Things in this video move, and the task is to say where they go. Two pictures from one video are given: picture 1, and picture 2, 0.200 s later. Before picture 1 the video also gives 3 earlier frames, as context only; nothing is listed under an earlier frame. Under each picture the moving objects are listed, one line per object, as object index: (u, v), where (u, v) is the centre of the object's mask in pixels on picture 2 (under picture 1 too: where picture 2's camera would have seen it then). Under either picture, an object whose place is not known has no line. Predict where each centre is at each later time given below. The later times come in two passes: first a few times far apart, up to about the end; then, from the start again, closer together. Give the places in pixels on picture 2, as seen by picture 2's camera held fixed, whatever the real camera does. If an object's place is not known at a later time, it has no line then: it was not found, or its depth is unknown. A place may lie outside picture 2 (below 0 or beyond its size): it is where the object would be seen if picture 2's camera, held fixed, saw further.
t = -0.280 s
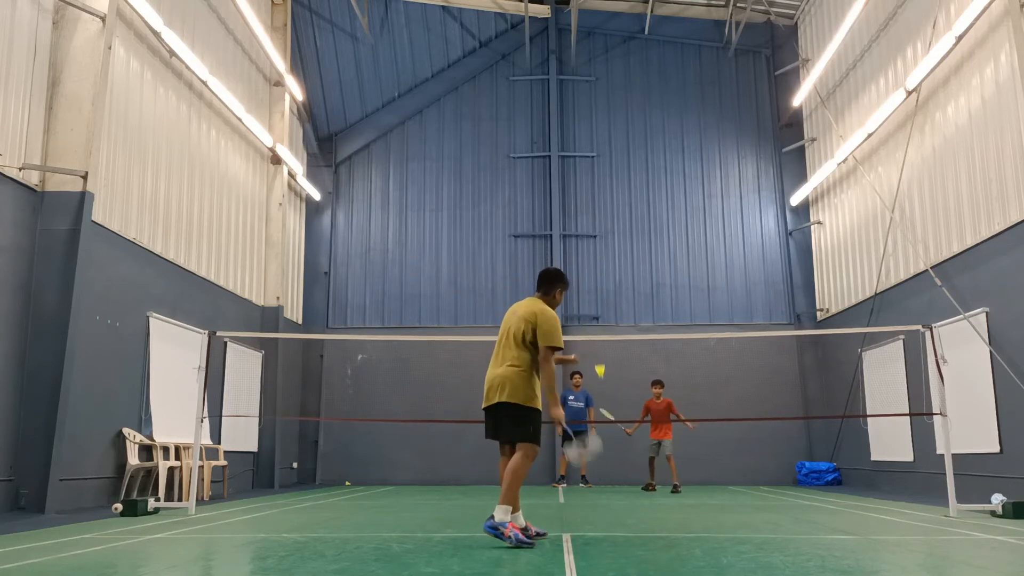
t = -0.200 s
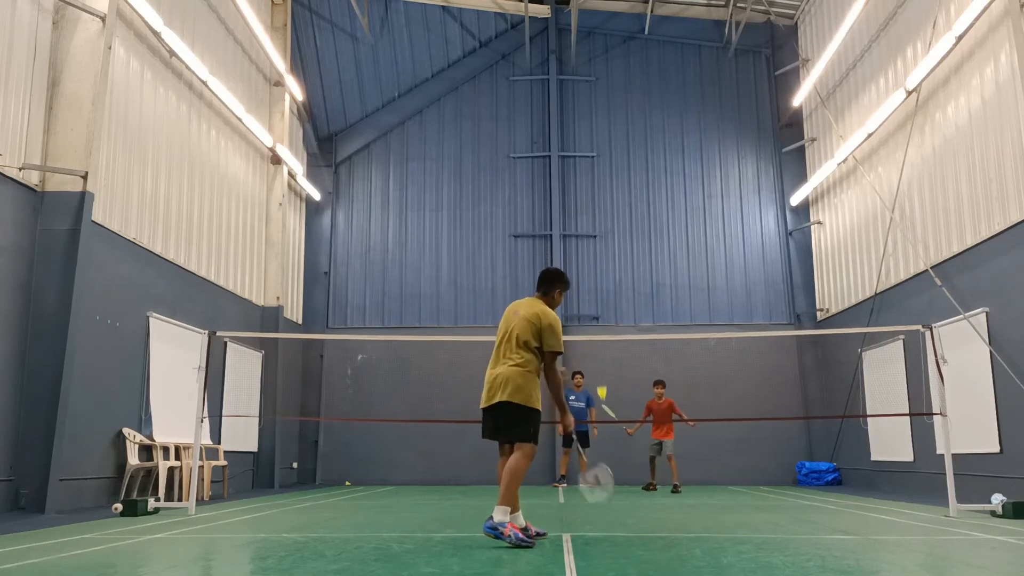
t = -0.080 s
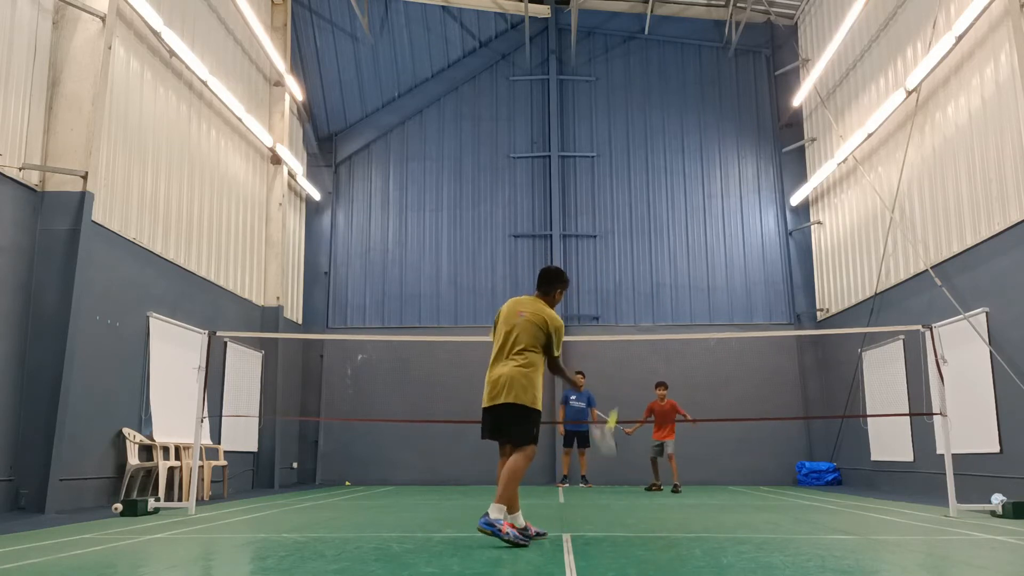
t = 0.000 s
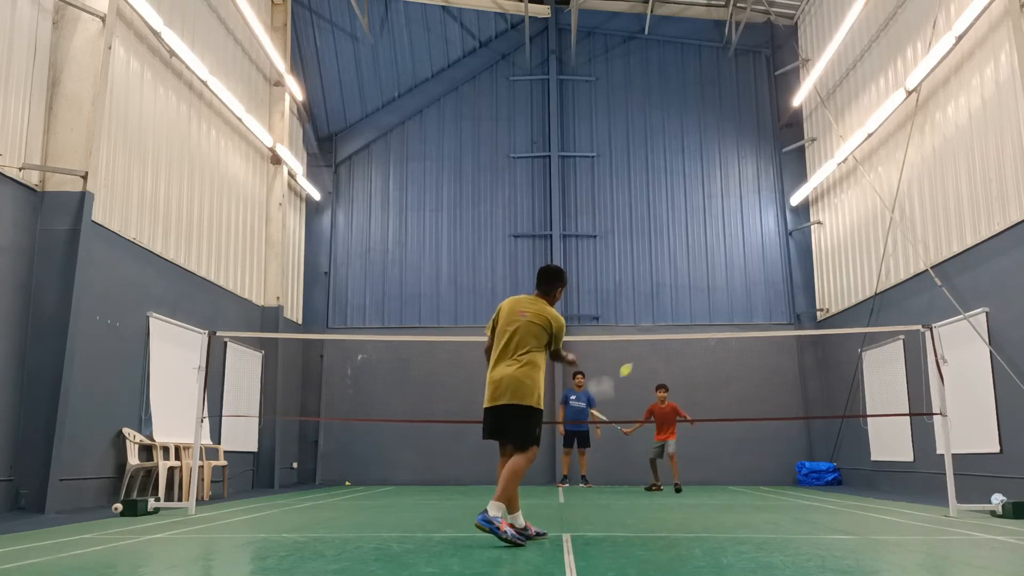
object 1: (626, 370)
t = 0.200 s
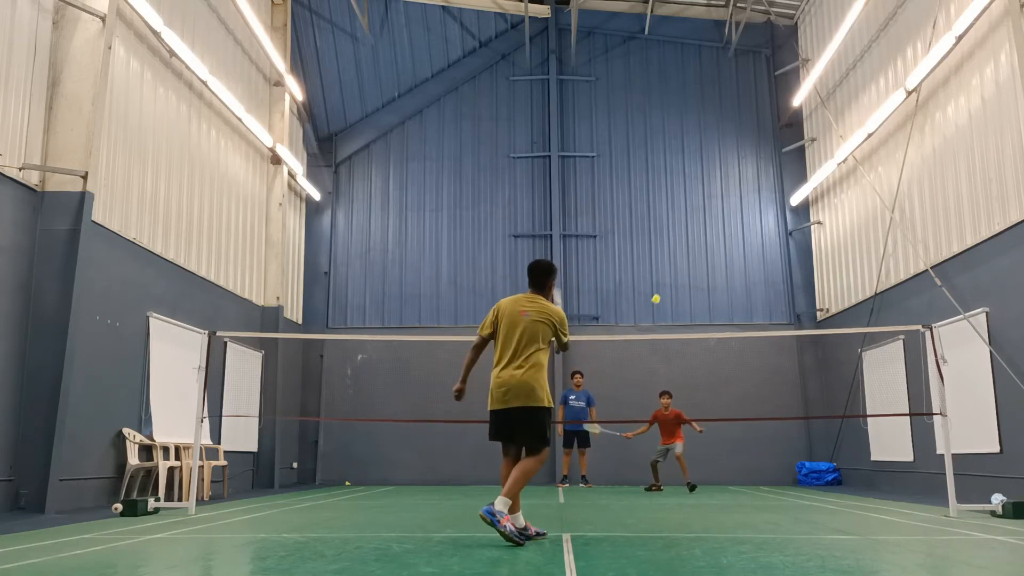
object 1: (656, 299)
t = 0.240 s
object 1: (658, 295)
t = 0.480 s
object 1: (669, 312)
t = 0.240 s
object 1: (658, 295)
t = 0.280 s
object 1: (659, 292)
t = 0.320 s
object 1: (659, 292)
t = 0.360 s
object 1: (661, 294)
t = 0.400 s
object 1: (663, 297)
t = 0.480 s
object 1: (669, 312)
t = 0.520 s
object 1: (672, 319)
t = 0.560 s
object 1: (673, 326)
